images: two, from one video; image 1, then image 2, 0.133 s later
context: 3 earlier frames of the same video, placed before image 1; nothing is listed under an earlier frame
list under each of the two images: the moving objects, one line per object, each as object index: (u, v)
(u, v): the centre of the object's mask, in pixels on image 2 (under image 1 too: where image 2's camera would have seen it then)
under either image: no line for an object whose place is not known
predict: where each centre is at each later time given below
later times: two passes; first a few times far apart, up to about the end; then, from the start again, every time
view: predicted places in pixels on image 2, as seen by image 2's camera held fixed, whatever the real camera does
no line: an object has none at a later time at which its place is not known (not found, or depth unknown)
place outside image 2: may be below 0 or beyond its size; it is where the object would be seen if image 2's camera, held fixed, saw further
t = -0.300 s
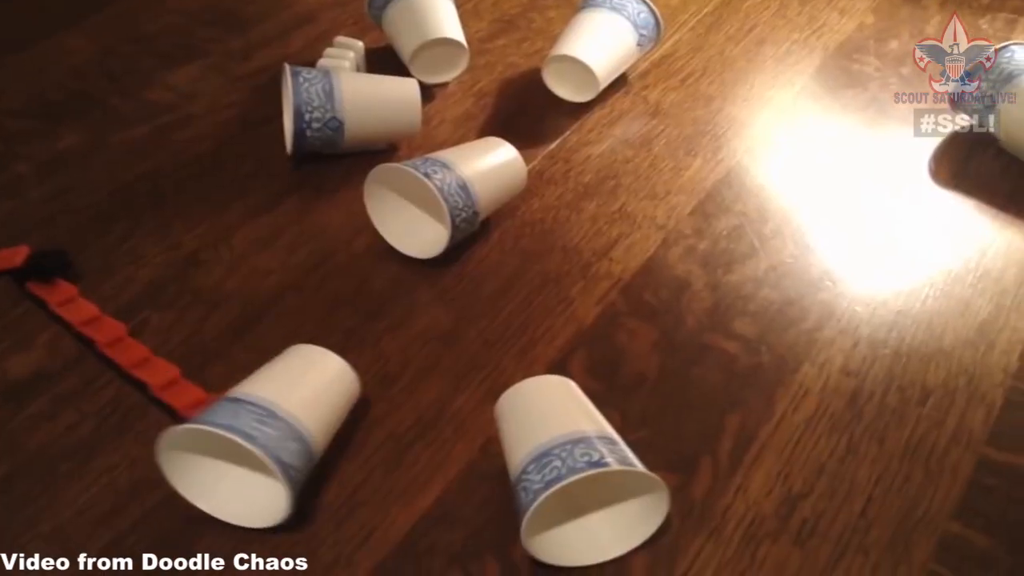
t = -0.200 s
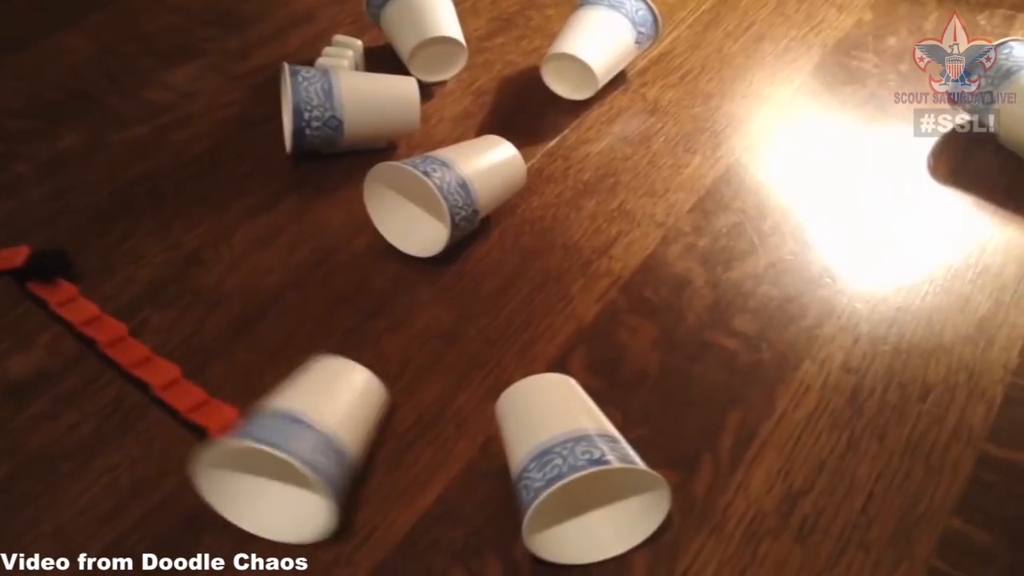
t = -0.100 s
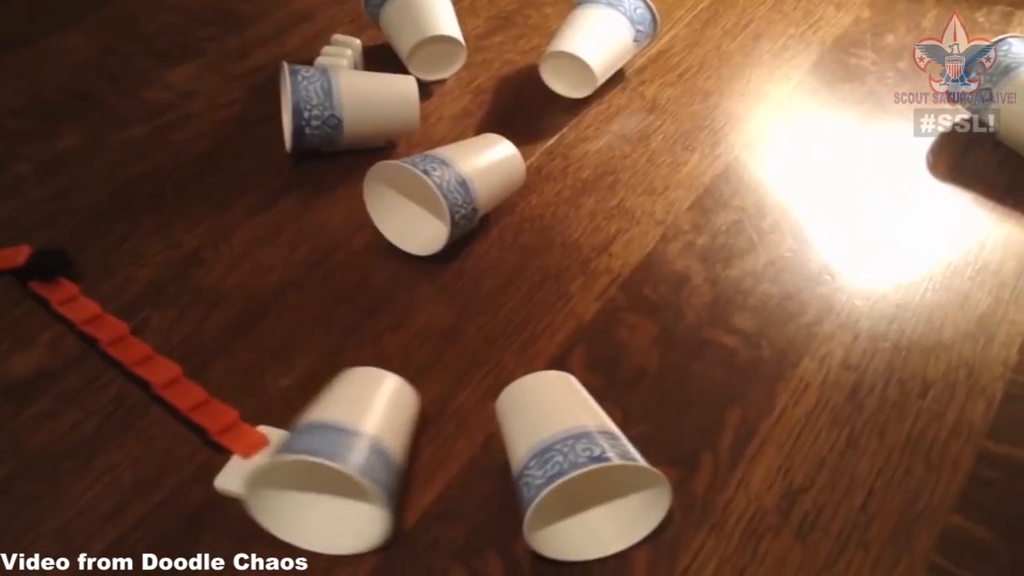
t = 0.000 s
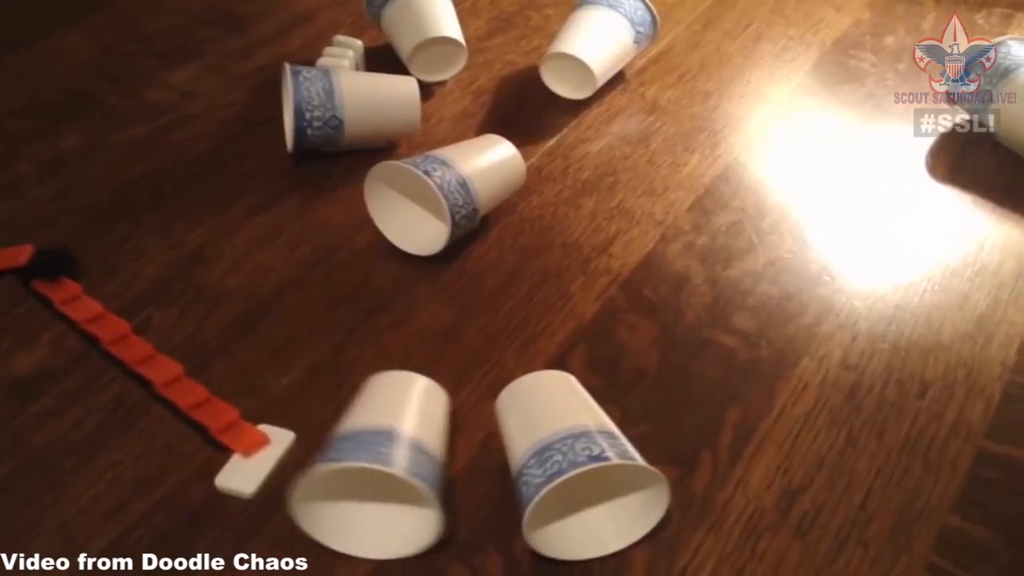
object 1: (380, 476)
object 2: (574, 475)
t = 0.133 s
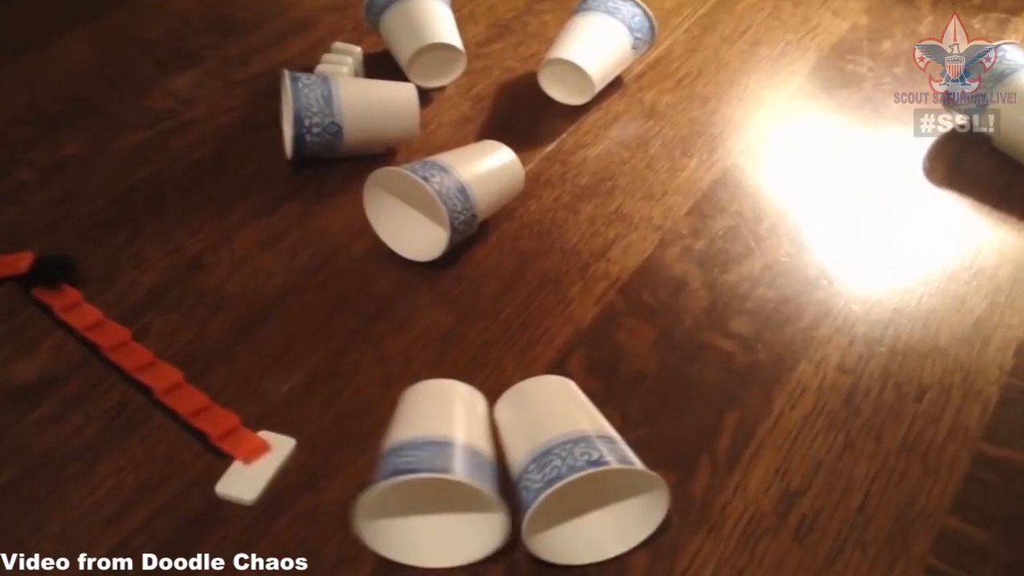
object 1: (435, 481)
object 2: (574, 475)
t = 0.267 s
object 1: (460, 480)
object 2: (592, 471)
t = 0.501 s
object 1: (503, 477)
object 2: (658, 459)
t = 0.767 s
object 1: (490, 481)
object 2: (729, 424)
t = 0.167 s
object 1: (445, 480)
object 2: (577, 474)
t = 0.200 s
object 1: (448, 480)
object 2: (582, 473)
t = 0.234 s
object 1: (454, 480)
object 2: (587, 472)
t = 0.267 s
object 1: (460, 480)
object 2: (592, 471)
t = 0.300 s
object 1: (465, 480)
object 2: (596, 470)
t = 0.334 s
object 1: (471, 480)
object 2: (602, 469)
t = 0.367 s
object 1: (477, 480)
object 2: (610, 468)
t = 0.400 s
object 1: (482, 479)
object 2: (619, 469)
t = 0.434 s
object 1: (490, 479)
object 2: (634, 465)
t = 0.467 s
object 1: (498, 479)
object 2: (647, 464)
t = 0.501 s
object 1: (503, 477)
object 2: (658, 459)
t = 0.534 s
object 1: (504, 478)
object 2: (669, 456)
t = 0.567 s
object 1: (500, 479)
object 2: (679, 451)
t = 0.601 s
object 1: (497, 480)
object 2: (689, 446)
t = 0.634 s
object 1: (495, 480)
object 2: (698, 442)
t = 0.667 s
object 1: (493, 480)
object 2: (706, 438)
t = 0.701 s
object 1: (492, 480)
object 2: (714, 433)
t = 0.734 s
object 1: (490, 480)
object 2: (721, 429)
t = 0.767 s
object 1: (490, 481)
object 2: (729, 424)
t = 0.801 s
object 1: (490, 480)
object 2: (735, 420)
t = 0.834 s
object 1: (490, 480)
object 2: (743, 415)
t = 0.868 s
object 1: (491, 481)
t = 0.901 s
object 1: (491, 480)
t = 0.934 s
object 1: (491, 480)
